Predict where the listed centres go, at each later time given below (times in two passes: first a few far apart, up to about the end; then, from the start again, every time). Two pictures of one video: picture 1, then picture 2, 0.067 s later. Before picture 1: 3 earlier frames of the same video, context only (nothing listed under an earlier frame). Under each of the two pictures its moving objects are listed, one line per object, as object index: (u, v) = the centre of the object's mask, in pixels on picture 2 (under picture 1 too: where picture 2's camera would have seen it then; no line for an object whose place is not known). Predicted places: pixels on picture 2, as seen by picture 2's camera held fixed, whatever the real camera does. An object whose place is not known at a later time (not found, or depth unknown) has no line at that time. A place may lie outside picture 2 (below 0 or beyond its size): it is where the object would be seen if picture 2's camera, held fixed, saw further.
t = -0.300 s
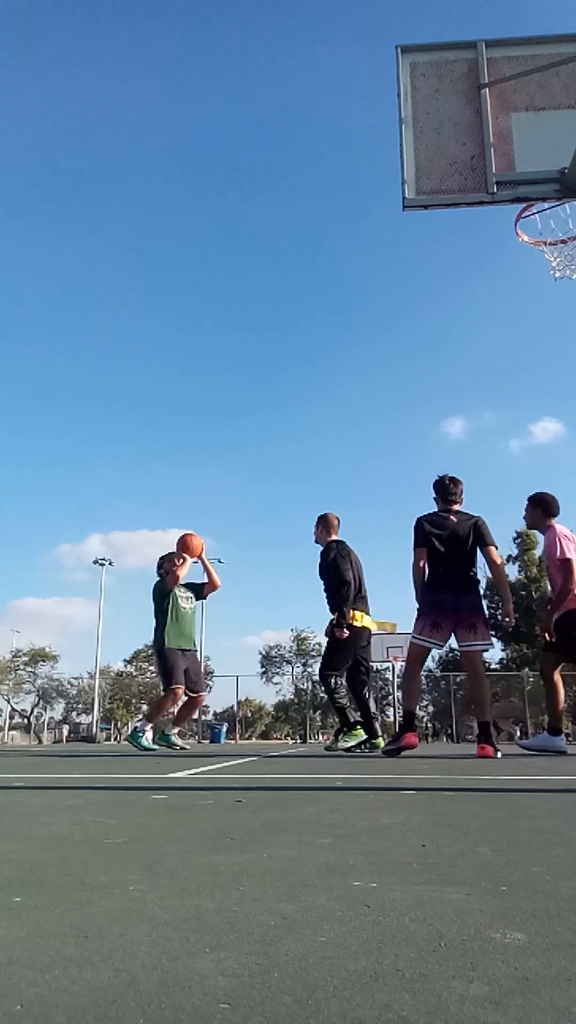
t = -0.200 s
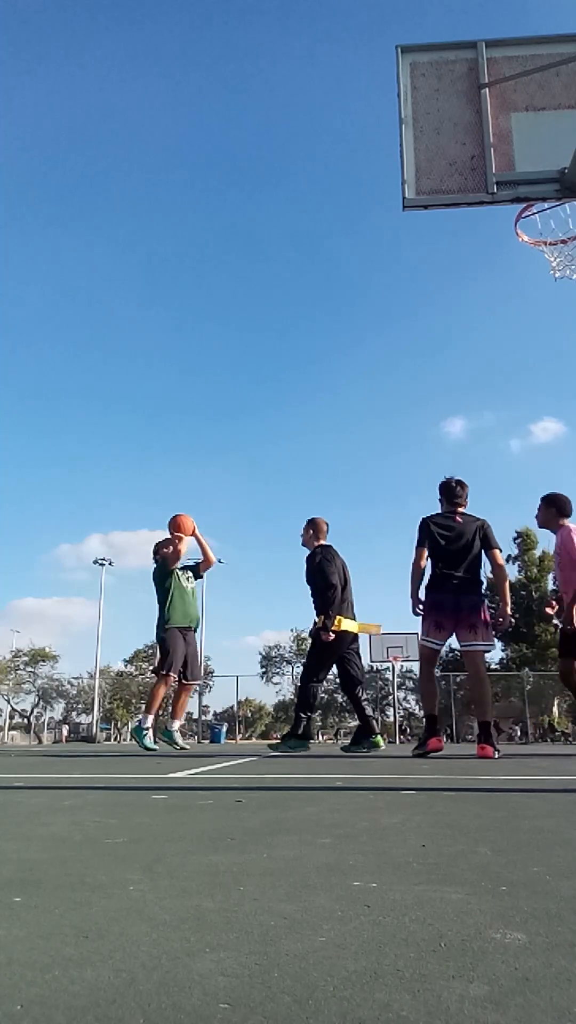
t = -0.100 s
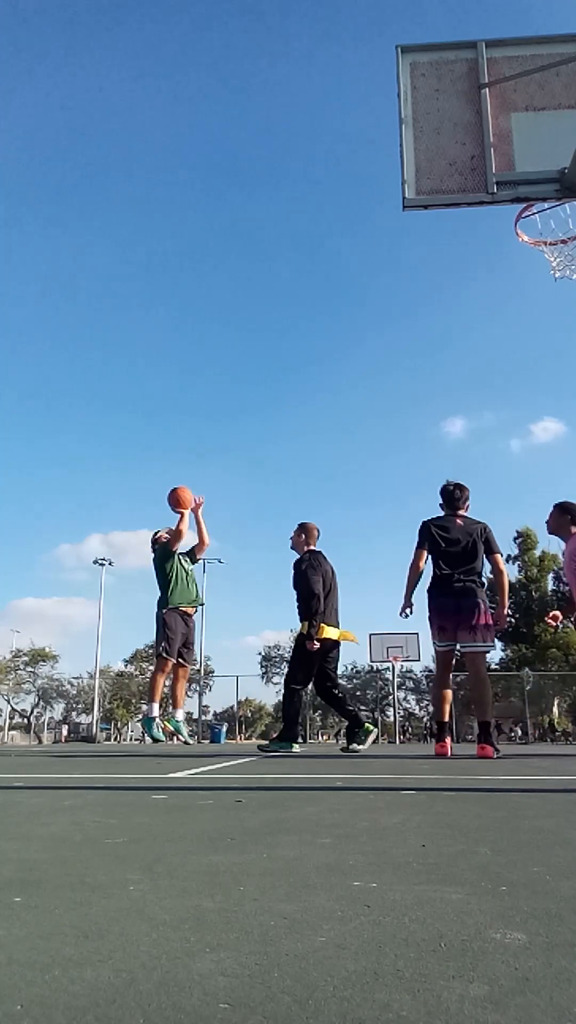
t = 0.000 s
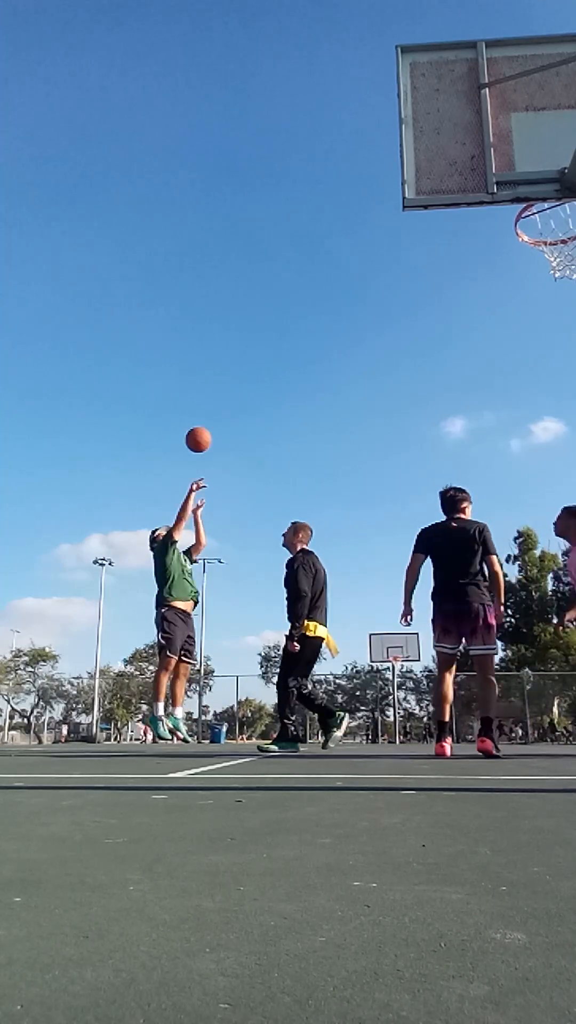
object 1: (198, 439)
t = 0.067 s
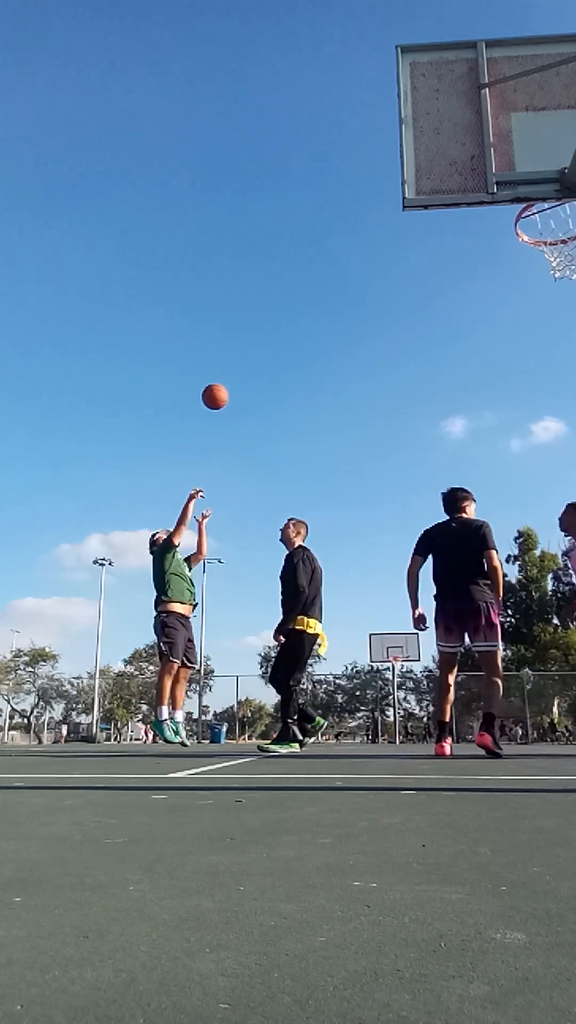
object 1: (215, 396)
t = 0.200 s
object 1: (250, 320)
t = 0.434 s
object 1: (320, 214)
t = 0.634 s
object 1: (390, 157)
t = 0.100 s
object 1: (224, 376)
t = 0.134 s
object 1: (232, 356)
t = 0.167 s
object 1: (241, 337)
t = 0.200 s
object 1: (250, 320)
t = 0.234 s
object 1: (260, 302)
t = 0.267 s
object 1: (269, 286)
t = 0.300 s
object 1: (279, 270)
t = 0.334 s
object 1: (288, 255)
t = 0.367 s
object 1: (299, 240)
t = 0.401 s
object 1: (309, 227)
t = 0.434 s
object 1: (320, 214)
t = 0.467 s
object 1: (331, 202)
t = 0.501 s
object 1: (343, 191)
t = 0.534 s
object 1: (355, 181)
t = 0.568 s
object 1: (367, 172)
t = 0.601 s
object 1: (380, 164)
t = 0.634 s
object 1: (390, 157)
